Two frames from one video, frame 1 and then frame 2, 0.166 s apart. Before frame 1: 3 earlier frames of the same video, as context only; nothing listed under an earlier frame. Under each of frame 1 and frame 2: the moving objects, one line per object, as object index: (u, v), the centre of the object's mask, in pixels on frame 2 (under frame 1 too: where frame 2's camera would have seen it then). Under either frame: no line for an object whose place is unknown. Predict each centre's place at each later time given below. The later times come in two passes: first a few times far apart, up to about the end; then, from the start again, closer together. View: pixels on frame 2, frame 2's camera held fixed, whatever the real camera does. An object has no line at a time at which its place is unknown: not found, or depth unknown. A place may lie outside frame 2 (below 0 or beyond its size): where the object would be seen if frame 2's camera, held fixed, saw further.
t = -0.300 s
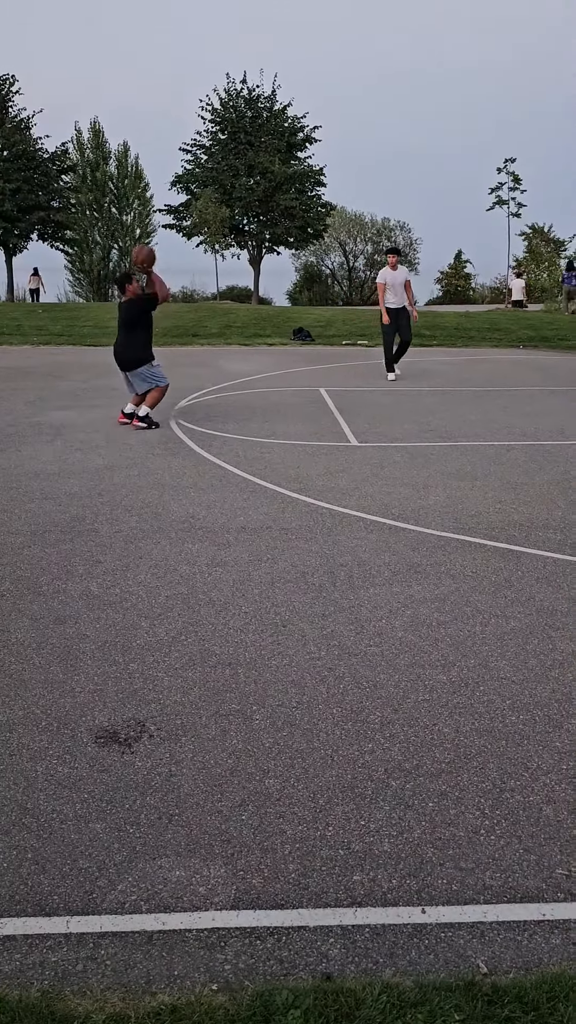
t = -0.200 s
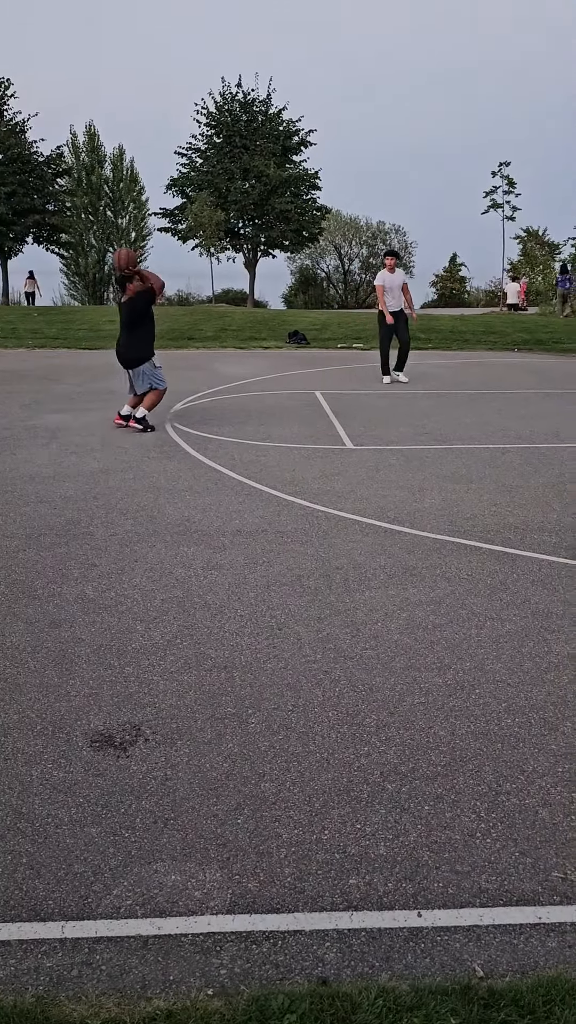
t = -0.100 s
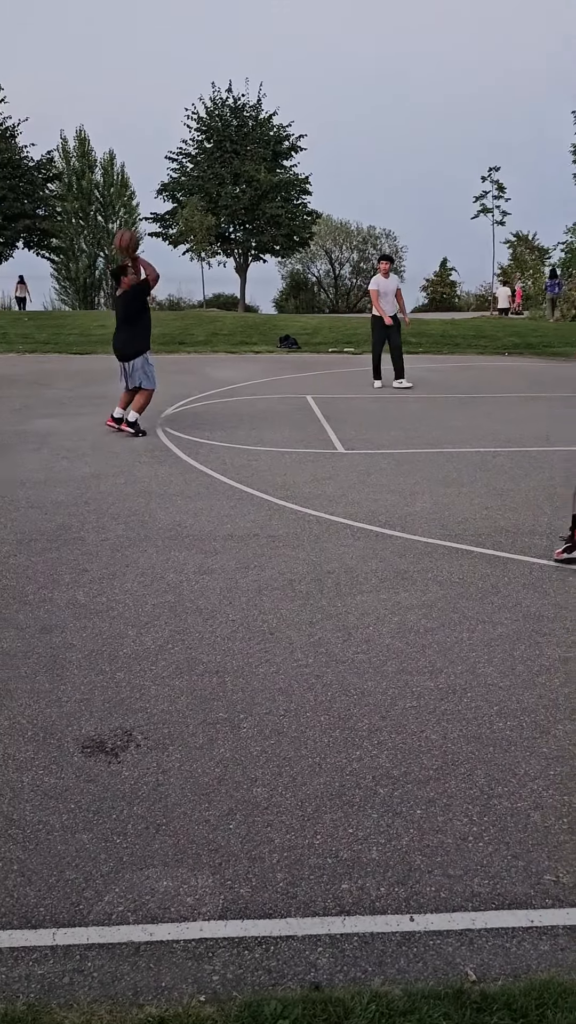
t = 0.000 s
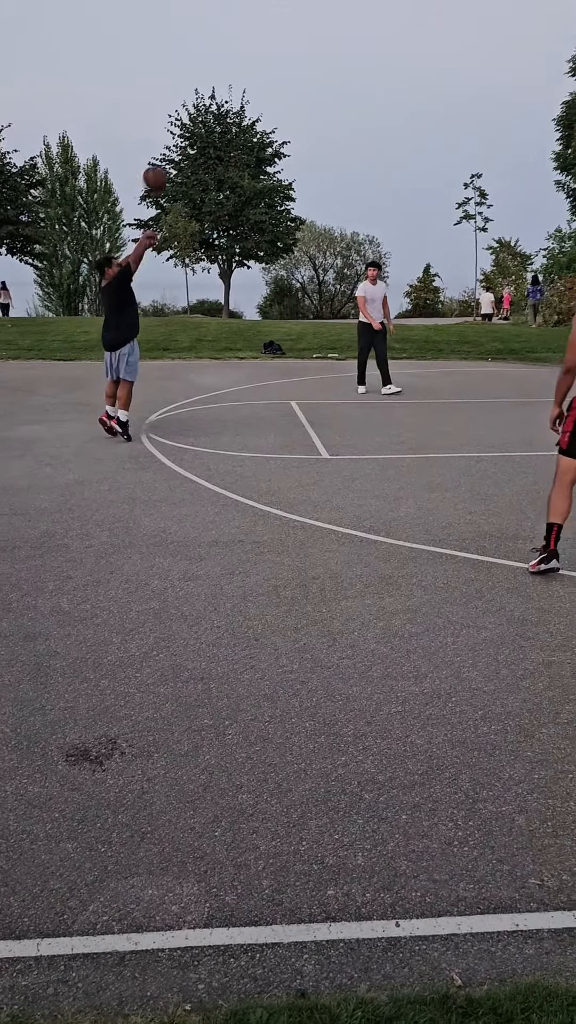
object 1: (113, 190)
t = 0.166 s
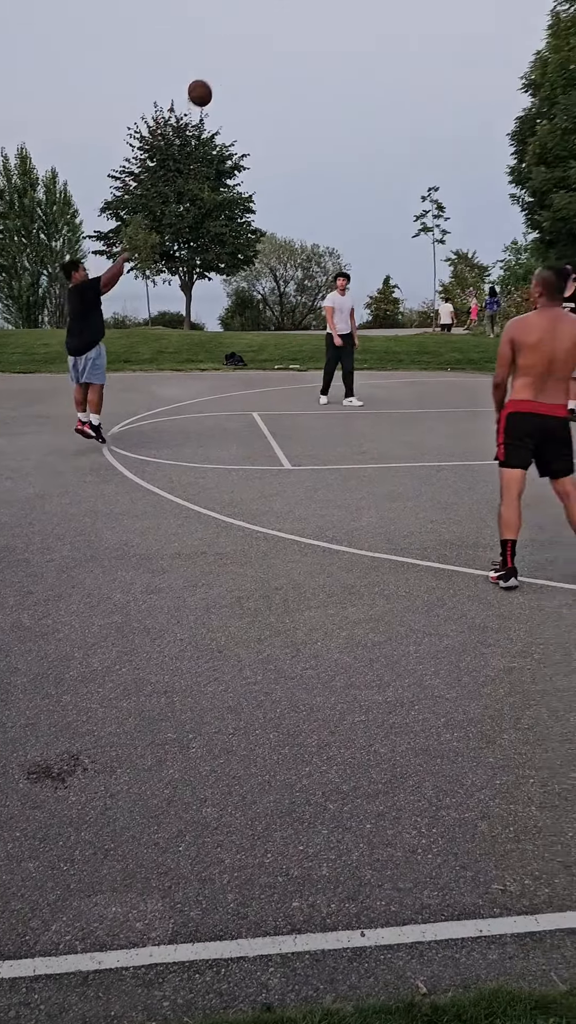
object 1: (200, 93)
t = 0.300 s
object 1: (268, 37)
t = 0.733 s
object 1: (478, 1)
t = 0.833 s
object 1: (520, 22)
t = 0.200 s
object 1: (217, 77)
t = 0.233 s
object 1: (234, 62)
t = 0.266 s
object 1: (252, 49)
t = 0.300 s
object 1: (268, 37)
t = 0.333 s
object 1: (285, 27)
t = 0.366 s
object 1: (303, 18)
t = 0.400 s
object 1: (319, 10)
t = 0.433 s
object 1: (336, 3)
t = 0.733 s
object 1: (478, 1)
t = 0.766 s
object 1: (493, 7)
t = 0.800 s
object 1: (507, 14)
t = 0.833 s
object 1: (520, 22)
